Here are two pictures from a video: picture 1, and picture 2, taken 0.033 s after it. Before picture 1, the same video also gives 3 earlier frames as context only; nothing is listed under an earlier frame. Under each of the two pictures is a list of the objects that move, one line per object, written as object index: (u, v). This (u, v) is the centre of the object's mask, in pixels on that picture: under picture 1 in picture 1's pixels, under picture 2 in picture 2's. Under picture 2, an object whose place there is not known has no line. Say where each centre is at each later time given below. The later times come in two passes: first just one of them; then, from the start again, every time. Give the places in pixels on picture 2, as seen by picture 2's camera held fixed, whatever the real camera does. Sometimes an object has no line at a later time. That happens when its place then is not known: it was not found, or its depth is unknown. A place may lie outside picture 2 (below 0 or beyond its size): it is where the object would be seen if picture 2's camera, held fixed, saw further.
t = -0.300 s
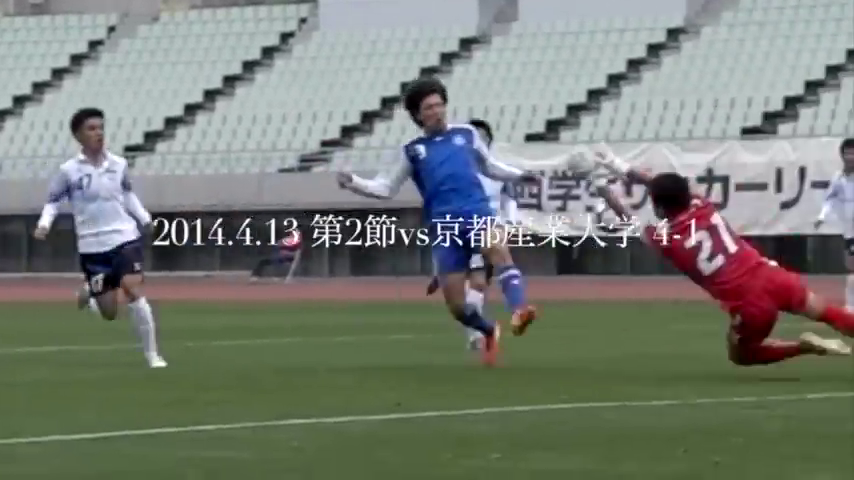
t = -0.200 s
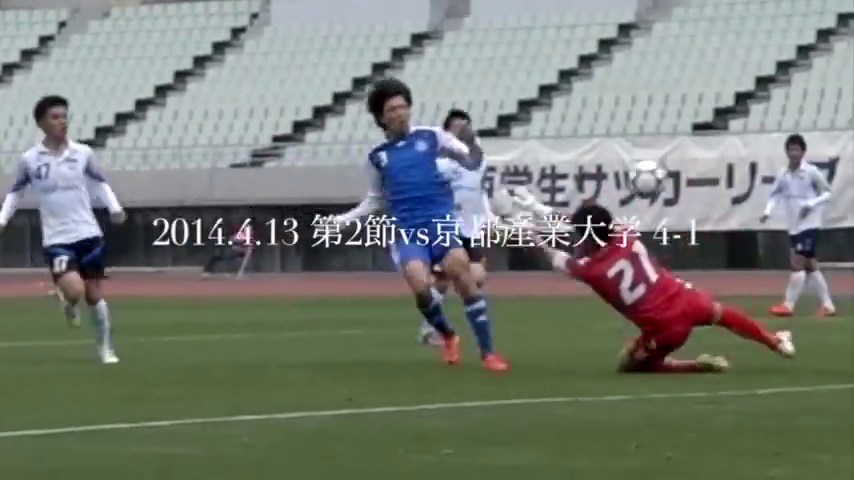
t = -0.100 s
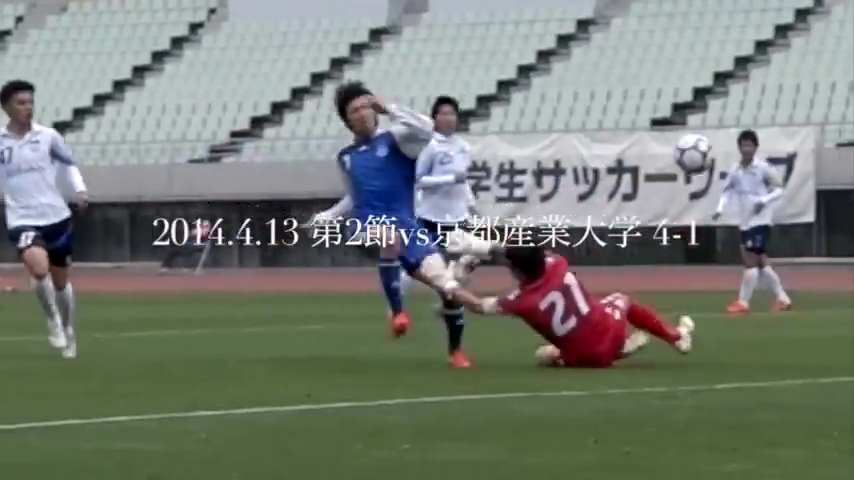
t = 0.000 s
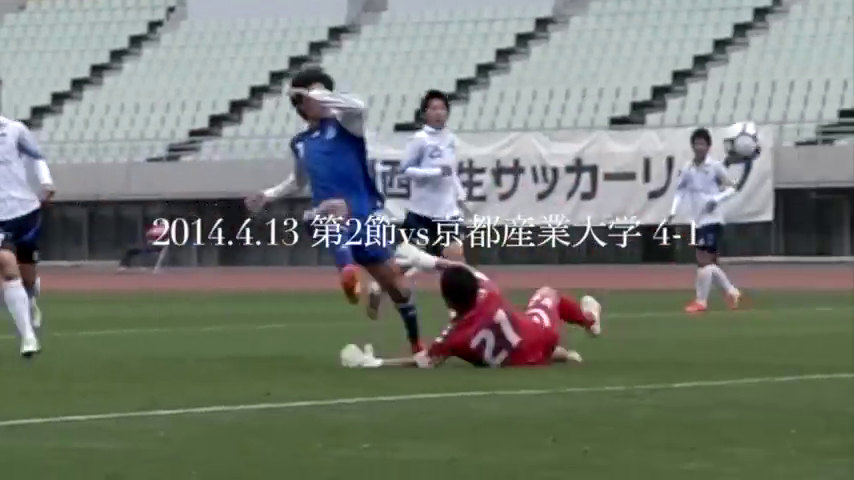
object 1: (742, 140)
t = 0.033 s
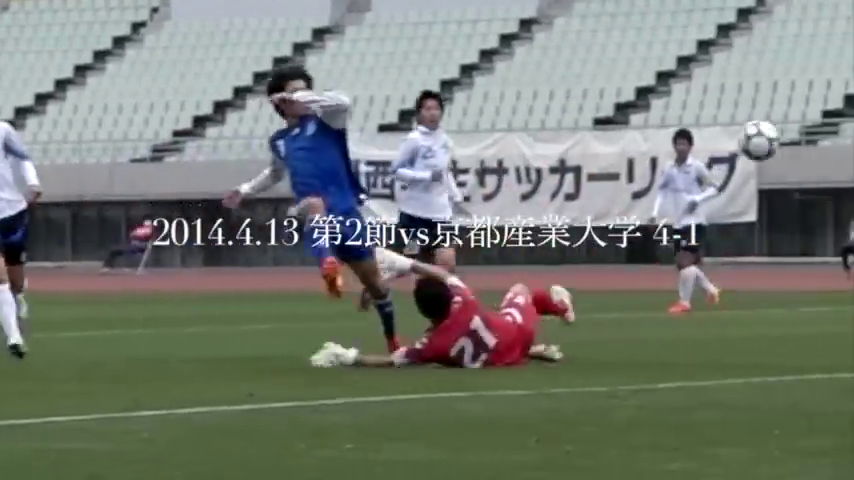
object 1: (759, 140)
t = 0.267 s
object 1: (990, 160)
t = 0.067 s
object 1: (790, 139)
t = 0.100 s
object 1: (822, 140)
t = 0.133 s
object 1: (854, 141)
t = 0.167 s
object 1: (888, 144)
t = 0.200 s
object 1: (921, 149)
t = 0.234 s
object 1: (955, 154)
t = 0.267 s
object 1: (990, 160)
